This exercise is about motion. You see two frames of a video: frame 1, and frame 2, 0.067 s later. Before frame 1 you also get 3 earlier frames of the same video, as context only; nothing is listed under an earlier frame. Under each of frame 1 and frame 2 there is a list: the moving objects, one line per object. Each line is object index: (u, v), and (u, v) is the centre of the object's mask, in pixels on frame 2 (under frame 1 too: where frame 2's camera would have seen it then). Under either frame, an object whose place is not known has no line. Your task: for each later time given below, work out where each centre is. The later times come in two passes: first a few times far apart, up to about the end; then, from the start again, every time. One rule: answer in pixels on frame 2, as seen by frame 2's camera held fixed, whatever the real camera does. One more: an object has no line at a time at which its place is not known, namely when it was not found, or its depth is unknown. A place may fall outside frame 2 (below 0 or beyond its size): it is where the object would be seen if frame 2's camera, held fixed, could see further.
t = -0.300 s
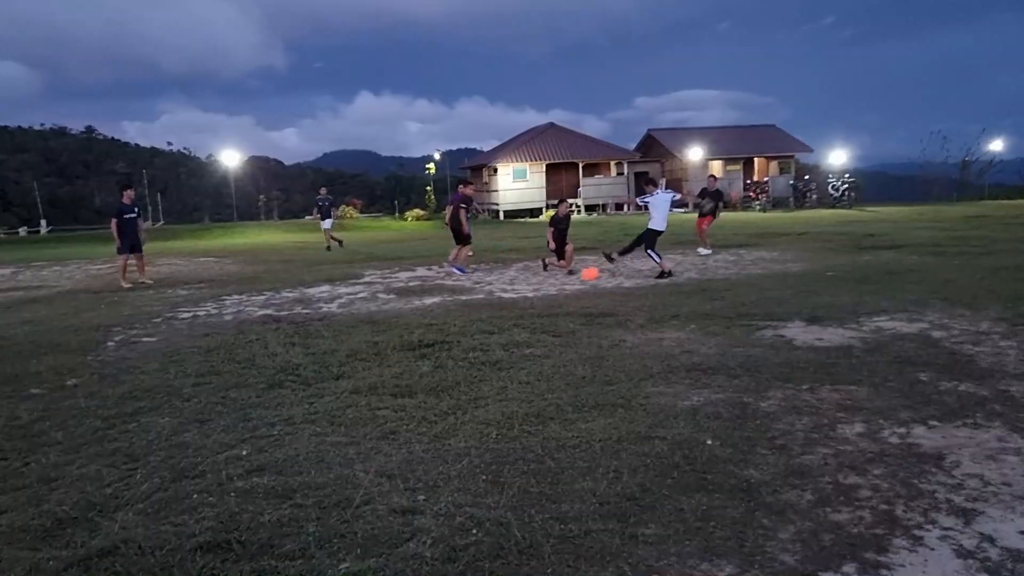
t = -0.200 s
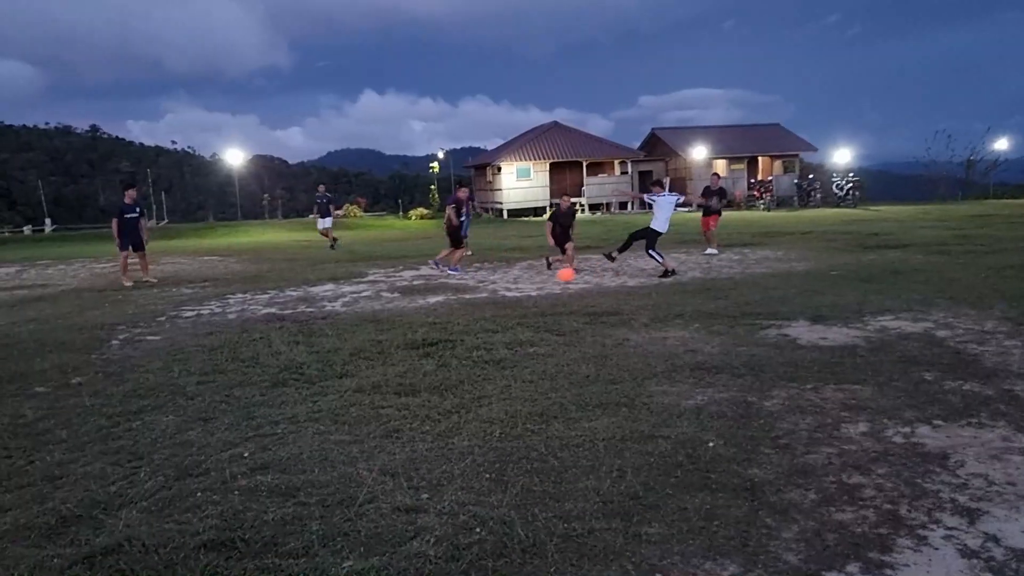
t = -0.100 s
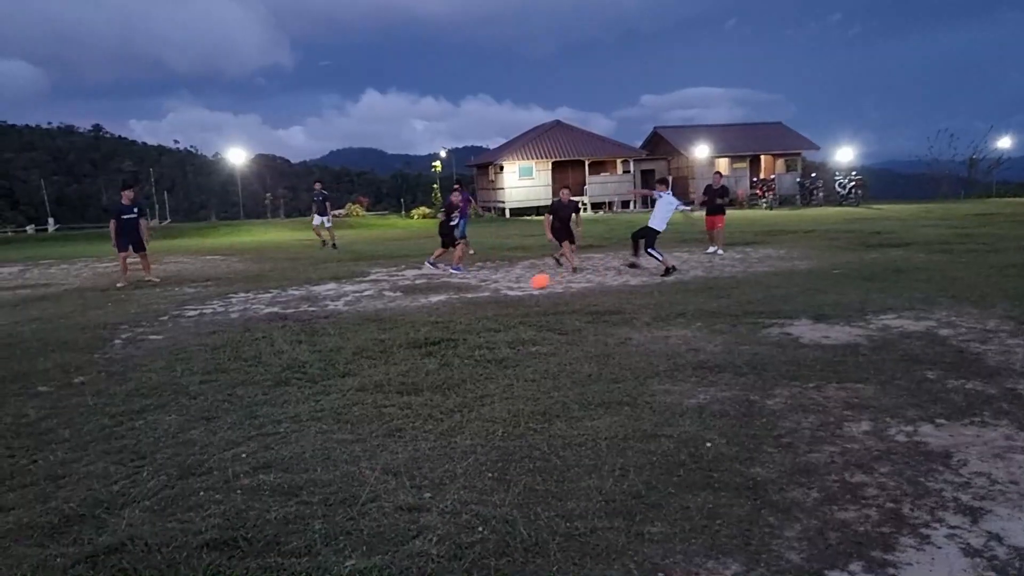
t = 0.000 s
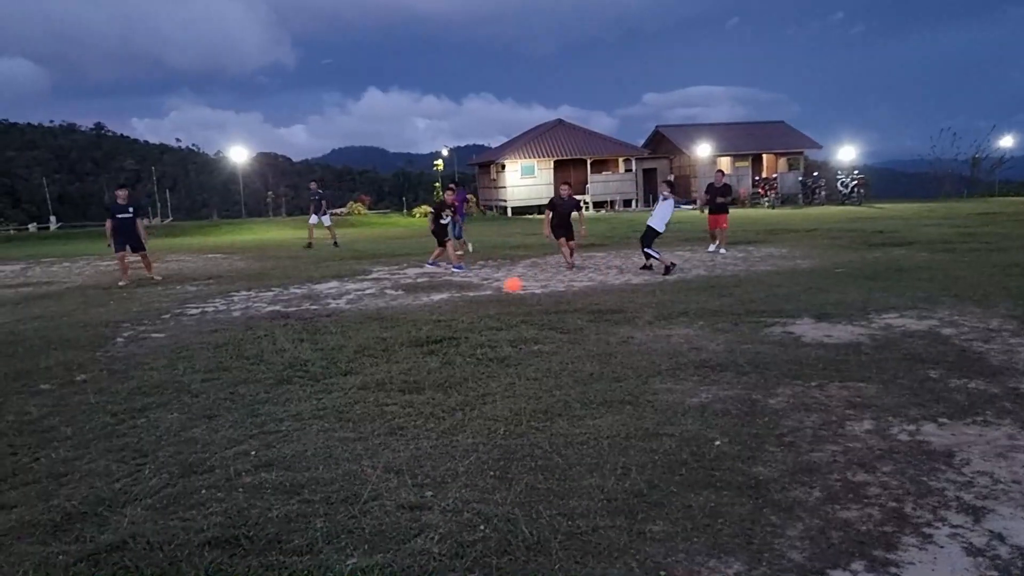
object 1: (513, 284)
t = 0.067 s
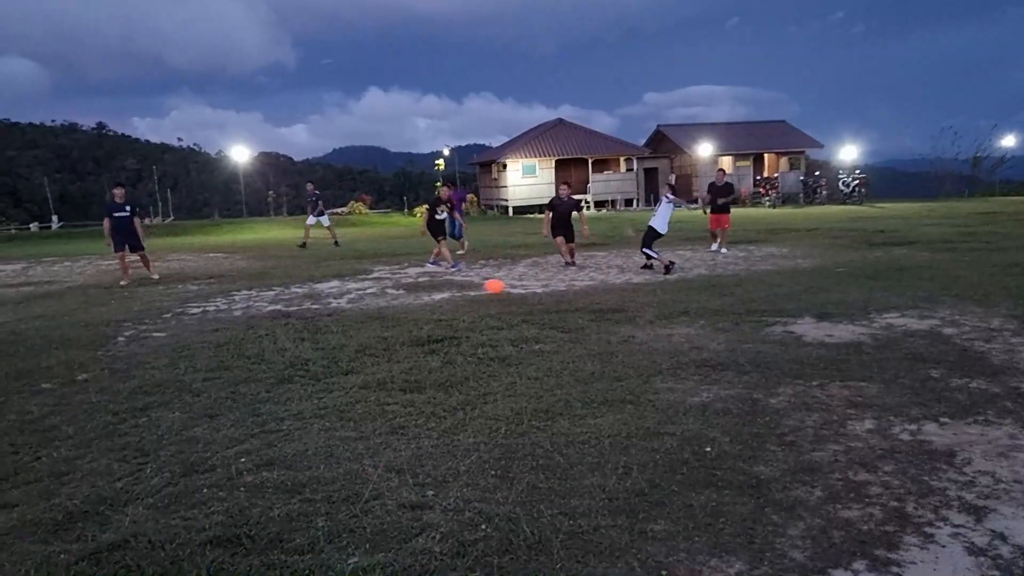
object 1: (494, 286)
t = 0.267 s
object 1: (429, 299)
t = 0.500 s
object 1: (346, 305)
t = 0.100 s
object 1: (484, 287)
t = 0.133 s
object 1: (474, 288)
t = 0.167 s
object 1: (462, 290)
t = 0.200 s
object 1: (452, 293)
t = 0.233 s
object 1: (441, 297)
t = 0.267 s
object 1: (429, 299)
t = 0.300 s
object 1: (418, 299)
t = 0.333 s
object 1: (407, 301)
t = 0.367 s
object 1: (395, 304)
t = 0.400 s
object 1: (383, 307)
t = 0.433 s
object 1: (371, 306)
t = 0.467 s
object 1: (358, 305)
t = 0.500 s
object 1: (346, 305)
